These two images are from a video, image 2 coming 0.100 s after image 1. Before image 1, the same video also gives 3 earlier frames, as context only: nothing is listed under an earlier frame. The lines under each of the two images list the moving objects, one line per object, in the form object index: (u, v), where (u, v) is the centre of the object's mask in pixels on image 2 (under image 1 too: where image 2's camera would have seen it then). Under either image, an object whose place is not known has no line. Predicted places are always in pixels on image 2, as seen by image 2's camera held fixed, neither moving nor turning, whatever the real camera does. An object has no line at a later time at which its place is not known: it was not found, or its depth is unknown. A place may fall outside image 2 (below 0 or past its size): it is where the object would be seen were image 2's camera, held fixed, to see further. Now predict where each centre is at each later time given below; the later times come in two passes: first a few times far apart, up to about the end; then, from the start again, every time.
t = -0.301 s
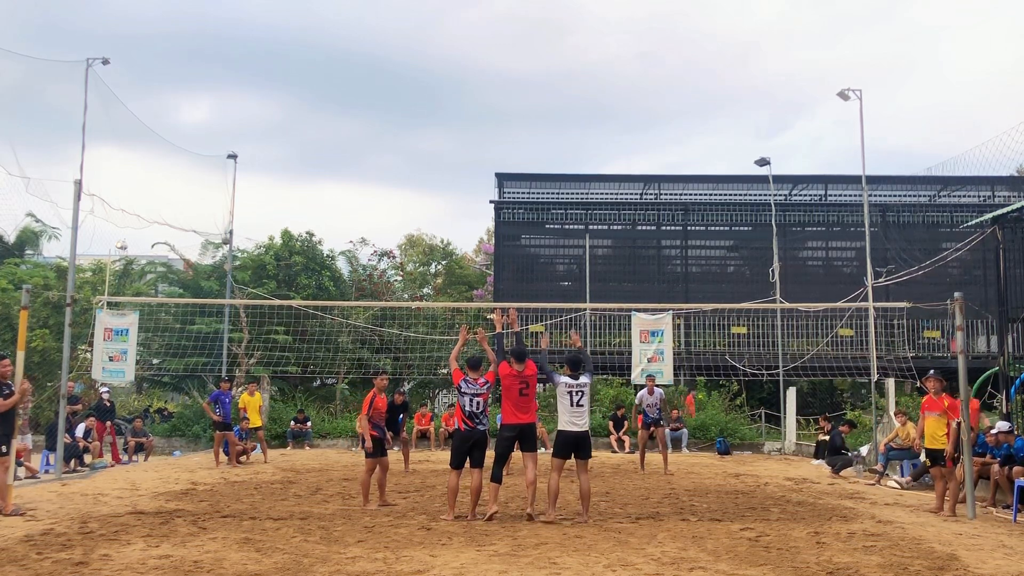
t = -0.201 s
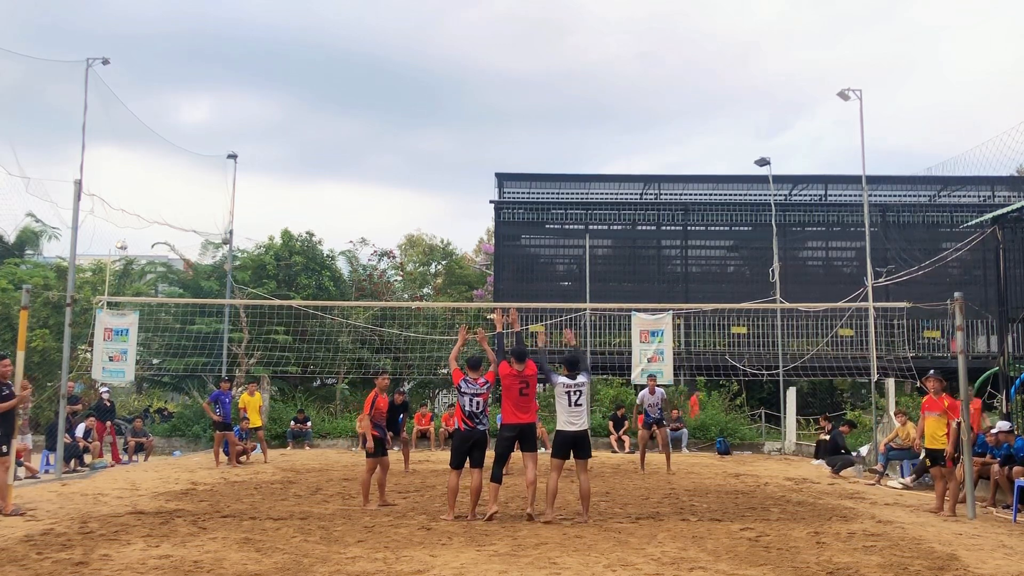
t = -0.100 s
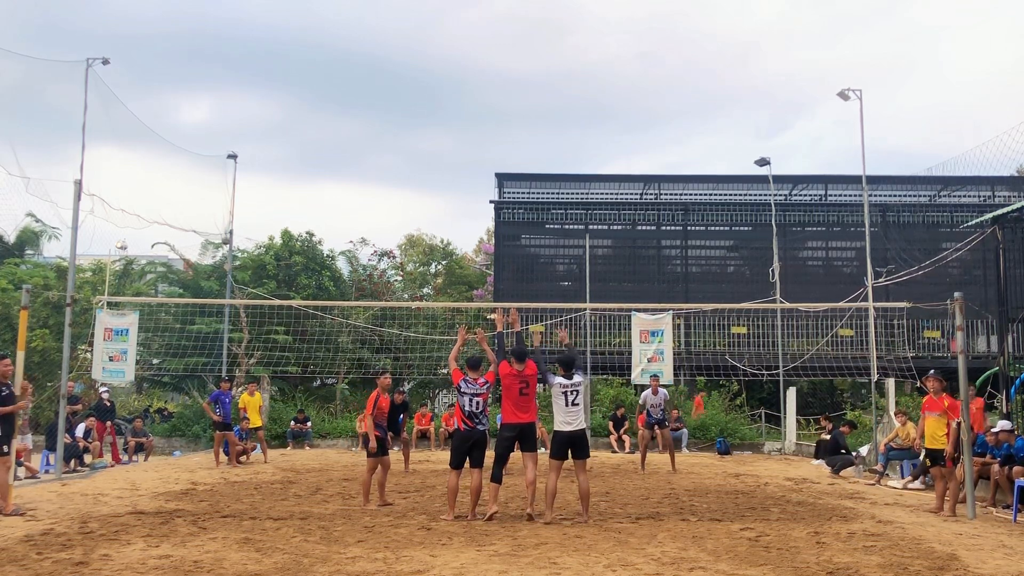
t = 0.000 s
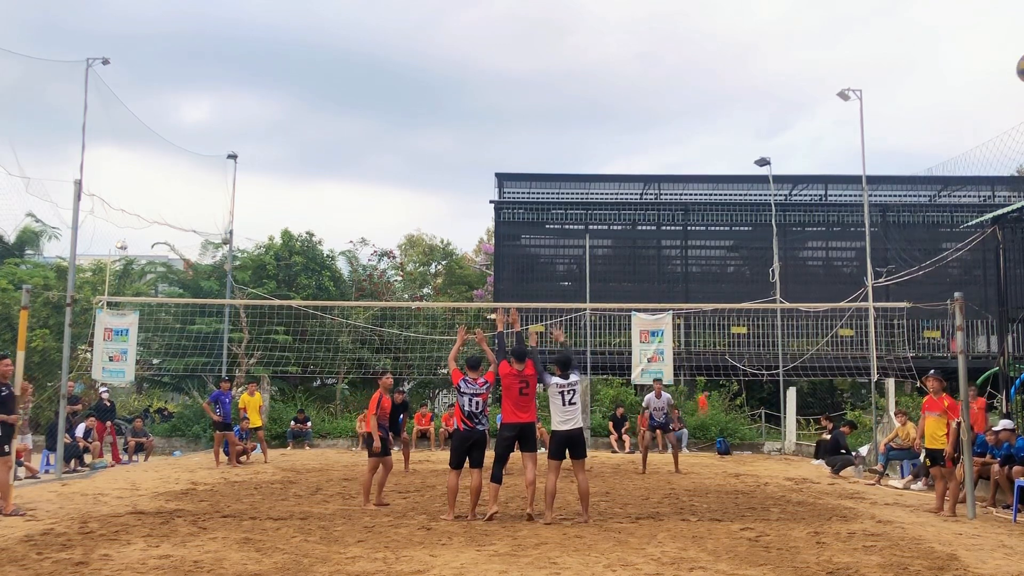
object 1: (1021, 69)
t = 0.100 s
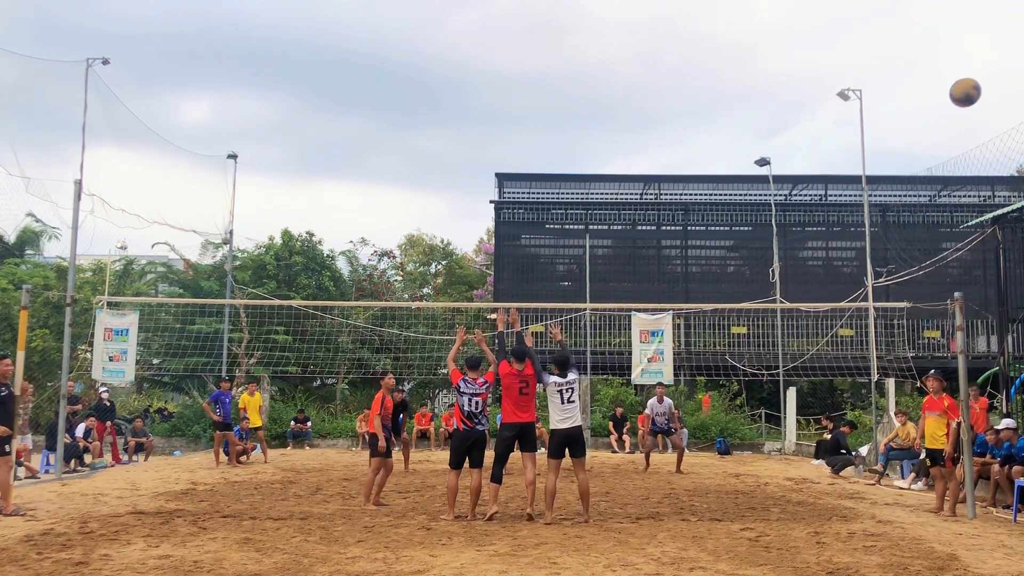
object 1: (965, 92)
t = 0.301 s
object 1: (877, 156)
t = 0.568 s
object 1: (813, 262)
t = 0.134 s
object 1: (947, 102)
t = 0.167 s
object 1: (930, 112)
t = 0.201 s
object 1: (915, 122)
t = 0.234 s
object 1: (901, 133)
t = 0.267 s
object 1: (889, 145)
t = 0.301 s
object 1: (877, 156)
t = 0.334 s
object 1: (867, 168)
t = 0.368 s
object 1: (858, 181)
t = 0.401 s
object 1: (849, 194)
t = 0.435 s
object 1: (841, 207)
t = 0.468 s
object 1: (834, 220)
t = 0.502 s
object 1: (826, 234)
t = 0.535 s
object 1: (819, 248)
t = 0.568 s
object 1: (813, 262)
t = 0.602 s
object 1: (807, 276)
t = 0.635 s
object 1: (801, 290)
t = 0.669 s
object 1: (797, 302)
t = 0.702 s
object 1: (793, 307)
